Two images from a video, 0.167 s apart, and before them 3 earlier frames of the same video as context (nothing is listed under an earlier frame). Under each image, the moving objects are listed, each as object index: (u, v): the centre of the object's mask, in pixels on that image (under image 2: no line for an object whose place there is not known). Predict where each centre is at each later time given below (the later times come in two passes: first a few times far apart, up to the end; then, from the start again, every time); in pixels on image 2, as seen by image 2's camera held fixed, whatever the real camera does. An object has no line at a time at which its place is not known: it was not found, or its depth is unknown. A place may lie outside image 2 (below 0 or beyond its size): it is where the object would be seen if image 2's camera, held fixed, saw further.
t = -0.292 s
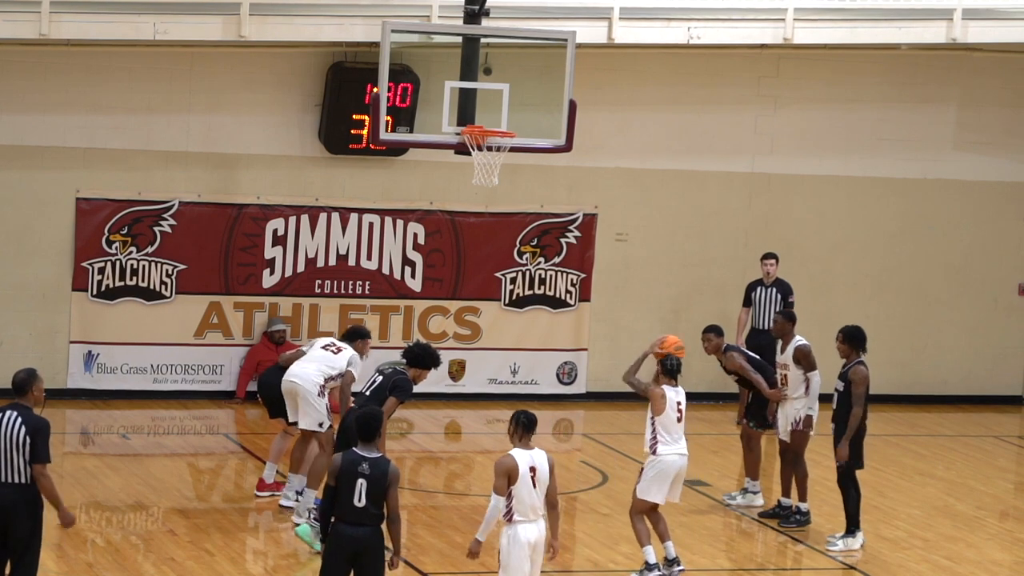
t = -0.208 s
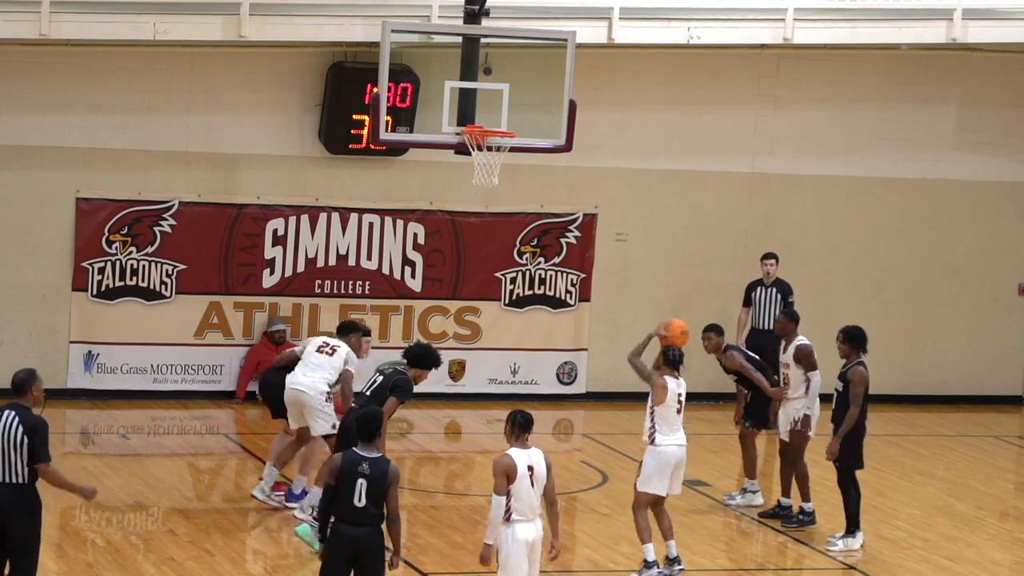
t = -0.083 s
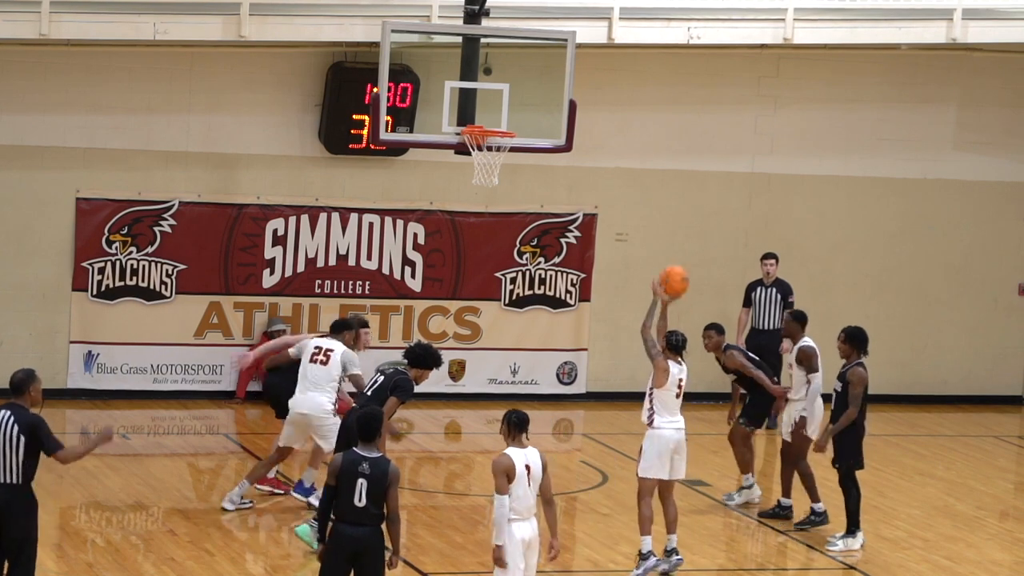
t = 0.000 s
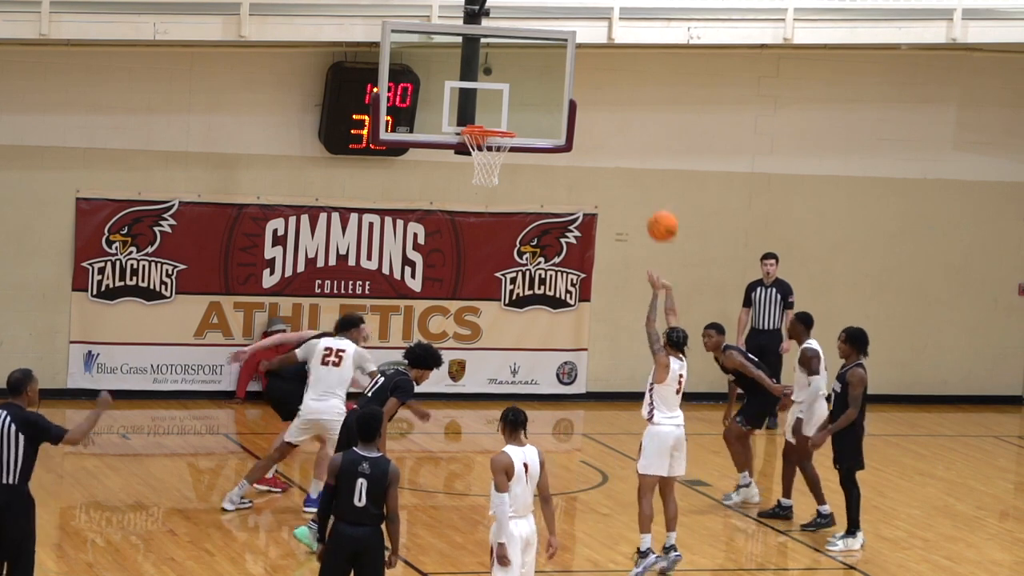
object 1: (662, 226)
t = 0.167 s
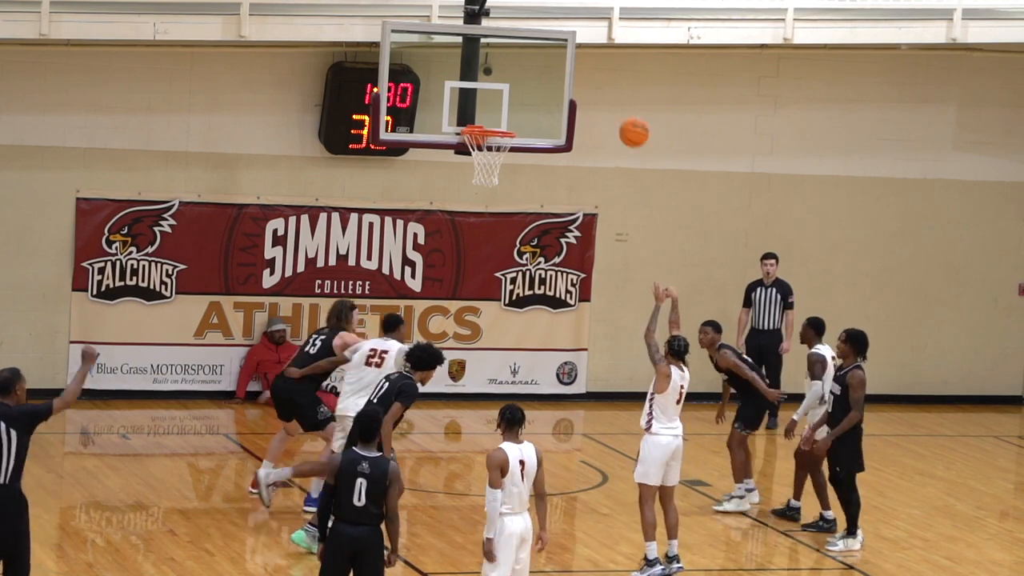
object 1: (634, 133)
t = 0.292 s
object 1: (614, 84)
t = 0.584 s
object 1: (565, 42)
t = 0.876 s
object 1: (517, 82)
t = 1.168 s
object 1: (455, 89)
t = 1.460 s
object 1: (377, 92)
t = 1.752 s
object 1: (291, 180)
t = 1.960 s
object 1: (229, 294)
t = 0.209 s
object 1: (627, 113)
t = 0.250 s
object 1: (621, 99)
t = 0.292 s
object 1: (614, 84)
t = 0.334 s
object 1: (606, 72)
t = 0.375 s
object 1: (600, 64)
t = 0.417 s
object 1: (593, 55)
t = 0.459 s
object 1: (586, 49)
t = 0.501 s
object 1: (580, 45)
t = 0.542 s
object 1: (572, 43)
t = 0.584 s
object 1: (565, 42)
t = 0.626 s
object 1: (559, 42)
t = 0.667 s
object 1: (552, 45)
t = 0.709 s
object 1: (544, 50)
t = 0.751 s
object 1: (538, 55)
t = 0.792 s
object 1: (531, 63)
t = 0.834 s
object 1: (523, 73)
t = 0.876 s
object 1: (517, 82)
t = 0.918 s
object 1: (510, 95)
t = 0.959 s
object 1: (502, 110)
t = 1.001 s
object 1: (497, 122)
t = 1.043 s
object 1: (486, 112)
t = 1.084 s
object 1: (474, 102)
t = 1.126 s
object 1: (466, 96)
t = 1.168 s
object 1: (455, 89)
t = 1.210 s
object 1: (443, 85)
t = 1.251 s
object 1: (434, 82)
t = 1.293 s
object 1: (422, 80)
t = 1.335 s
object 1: (412, 81)
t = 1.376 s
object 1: (401, 83)
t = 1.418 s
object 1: (388, 87)
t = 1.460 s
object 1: (377, 92)
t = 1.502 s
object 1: (364, 100)
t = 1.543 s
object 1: (351, 109)
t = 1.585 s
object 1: (341, 119)
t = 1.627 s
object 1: (329, 132)
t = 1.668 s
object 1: (315, 148)
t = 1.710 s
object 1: (305, 162)
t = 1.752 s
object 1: (291, 180)
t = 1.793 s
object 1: (278, 202)
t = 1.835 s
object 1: (266, 219)
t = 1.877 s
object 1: (253, 245)
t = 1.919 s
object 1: (240, 272)
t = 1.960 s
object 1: (229, 294)
